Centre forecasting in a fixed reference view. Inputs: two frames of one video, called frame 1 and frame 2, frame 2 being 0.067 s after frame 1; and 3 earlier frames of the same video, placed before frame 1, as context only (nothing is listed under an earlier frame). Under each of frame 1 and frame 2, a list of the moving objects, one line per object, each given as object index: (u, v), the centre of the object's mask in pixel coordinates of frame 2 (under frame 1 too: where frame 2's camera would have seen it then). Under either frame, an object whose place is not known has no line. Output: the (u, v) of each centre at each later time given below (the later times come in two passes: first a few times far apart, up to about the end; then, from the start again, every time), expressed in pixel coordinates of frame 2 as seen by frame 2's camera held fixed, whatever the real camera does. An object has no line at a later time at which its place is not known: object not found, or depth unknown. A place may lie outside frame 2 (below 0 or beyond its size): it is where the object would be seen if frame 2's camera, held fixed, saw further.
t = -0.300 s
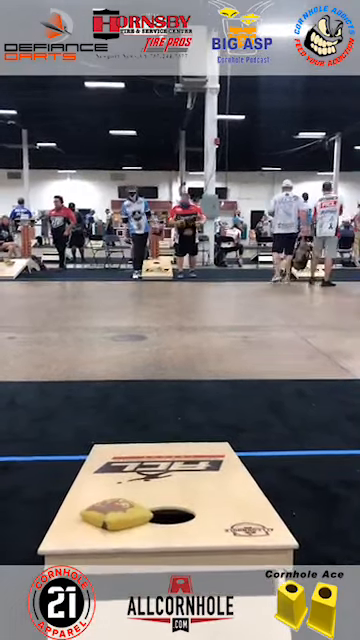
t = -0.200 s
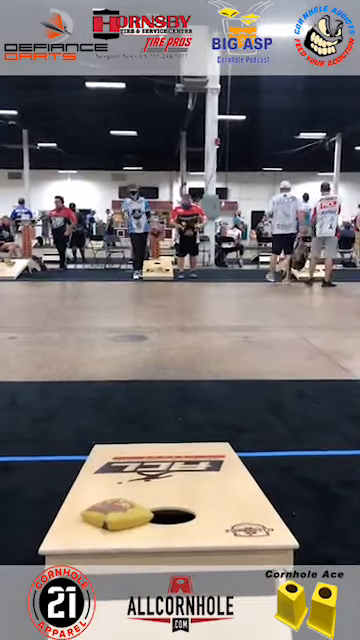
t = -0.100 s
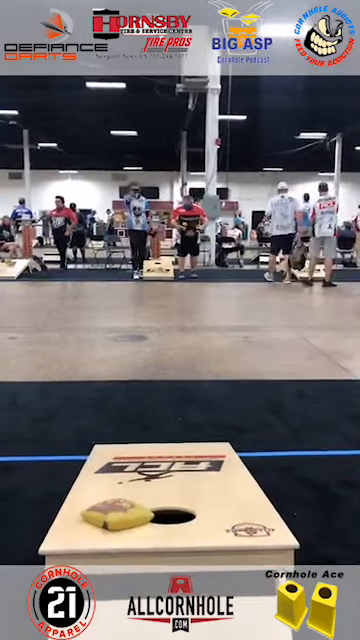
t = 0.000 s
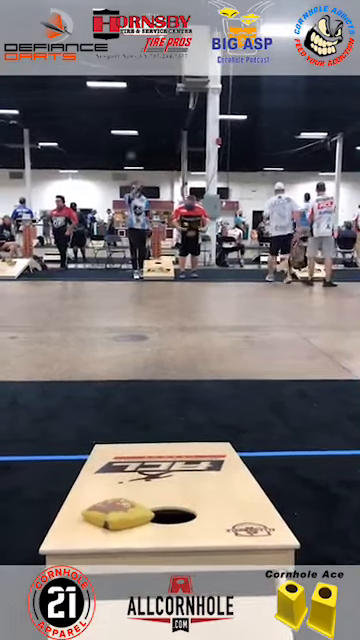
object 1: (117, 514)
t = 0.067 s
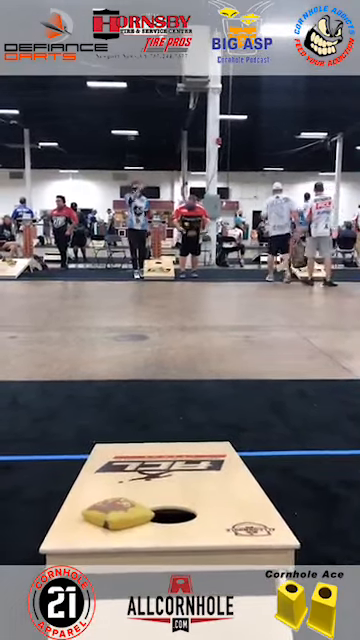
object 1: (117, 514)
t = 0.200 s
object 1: (117, 514)
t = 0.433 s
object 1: (116, 514)
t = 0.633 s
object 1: (116, 514)
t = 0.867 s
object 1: (115, 514)
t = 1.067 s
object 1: (114, 513)
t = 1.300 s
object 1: (114, 513)
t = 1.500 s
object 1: (113, 513)
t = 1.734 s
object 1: (113, 513)
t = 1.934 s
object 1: (113, 513)
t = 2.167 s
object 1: (113, 513)
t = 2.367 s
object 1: (114, 513)
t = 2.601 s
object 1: (114, 513)
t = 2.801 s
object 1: (114, 513)
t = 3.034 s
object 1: (115, 513)
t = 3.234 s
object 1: (115, 513)
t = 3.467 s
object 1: (116, 513)
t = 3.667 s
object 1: (116, 513)
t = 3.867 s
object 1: (117, 513)
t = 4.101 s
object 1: (117, 513)
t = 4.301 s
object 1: (117, 513)
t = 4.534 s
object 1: (117, 513)
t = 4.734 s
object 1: (116, 513)
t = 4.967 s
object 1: (116, 513)
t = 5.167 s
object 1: (117, 513)
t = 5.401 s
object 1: (106, 517)
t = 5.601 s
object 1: (105, 517)
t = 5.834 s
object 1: (105, 517)
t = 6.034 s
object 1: (105, 517)
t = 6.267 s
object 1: (106, 516)
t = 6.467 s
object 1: (105, 516)
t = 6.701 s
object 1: (105, 516)
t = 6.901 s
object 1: (105, 516)
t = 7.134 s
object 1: (105, 516)
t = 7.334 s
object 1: (105, 516)
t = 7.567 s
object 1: (106, 516)
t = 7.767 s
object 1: (106, 516)
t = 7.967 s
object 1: (106, 516)
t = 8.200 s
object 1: (106, 516)
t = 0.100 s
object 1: (117, 514)
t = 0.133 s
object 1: (117, 514)
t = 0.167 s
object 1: (117, 514)
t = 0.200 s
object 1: (117, 514)
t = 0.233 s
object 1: (116, 514)
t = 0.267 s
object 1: (116, 513)
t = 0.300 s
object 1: (116, 513)
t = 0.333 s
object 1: (116, 513)
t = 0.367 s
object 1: (116, 514)
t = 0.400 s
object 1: (116, 514)
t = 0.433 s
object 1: (116, 514)
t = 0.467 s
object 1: (116, 514)
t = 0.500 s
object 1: (116, 514)
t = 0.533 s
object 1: (116, 514)
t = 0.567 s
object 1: (116, 514)
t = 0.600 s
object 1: (116, 514)
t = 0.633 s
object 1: (116, 514)
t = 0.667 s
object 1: (116, 514)
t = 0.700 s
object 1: (116, 514)
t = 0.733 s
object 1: (116, 514)
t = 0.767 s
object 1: (115, 514)
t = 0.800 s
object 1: (115, 514)
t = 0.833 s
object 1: (115, 514)
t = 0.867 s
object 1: (115, 514)
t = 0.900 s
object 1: (114, 514)
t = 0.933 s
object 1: (114, 514)
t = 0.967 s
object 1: (114, 514)
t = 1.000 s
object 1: (114, 514)
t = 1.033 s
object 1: (114, 514)
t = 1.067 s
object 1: (114, 513)
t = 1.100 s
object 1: (114, 514)
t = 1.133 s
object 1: (114, 514)
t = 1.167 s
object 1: (114, 513)
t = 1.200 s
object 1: (114, 513)
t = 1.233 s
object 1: (114, 513)
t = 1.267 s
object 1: (114, 513)
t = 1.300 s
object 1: (114, 513)
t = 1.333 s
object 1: (114, 513)
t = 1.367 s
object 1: (114, 513)
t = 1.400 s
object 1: (114, 513)
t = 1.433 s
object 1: (113, 513)
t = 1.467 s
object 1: (113, 513)
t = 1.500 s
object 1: (113, 513)
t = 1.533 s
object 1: (113, 513)
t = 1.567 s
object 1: (113, 513)
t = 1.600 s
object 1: (113, 513)
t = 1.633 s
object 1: (113, 513)
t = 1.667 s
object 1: (113, 513)
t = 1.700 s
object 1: (113, 513)
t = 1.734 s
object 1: (113, 513)
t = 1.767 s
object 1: (113, 513)
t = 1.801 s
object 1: (113, 513)
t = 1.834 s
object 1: (113, 513)
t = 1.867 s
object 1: (113, 513)
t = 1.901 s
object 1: (113, 513)
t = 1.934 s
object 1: (113, 513)
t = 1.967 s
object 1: (113, 513)
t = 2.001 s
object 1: (113, 513)
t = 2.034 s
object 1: (113, 513)
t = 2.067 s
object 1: (113, 513)
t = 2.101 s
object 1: (113, 513)
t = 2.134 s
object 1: (113, 513)
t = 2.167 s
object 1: (113, 513)
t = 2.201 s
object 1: (114, 513)
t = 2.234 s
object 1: (114, 514)
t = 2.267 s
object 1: (114, 513)
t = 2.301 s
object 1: (114, 513)
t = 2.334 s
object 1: (114, 513)
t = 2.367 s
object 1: (114, 513)
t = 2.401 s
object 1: (114, 513)
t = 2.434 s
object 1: (114, 513)
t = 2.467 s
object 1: (114, 513)
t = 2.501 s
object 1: (114, 513)
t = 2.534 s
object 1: (114, 513)
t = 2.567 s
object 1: (114, 513)
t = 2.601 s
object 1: (114, 513)
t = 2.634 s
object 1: (114, 513)
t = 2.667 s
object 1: (114, 513)
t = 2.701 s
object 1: (114, 513)
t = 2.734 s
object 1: (114, 513)
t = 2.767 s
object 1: (114, 513)
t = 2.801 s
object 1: (114, 513)
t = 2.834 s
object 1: (114, 513)
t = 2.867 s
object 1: (114, 513)
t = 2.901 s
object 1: (115, 513)
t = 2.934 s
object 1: (114, 513)
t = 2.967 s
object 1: (114, 513)
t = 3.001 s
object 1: (115, 513)
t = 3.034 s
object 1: (115, 513)
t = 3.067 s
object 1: (115, 513)
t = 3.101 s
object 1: (115, 513)
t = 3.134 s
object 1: (115, 513)
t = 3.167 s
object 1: (115, 513)
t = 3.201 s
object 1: (115, 513)
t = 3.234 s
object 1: (115, 513)
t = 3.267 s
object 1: (115, 513)
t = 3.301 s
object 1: (115, 513)
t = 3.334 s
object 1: (116, 513)
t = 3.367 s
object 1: (116, 513)
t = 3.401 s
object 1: (116, 513)
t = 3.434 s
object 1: (116, 513)
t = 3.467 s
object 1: (116, 513)
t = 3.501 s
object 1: (116, 513)
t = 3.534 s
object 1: (116, 513)
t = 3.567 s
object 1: (116, 513)
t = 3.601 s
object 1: (116, 513)
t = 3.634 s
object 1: (116, 513)
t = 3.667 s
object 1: (116, 513)
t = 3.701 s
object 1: (116, 513)
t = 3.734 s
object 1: (116, 513)
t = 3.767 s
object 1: (117, 513)
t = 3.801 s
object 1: (117, 513)
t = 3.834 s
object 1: (117, 513)
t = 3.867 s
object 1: (117, 513)
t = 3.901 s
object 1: (117, 513)
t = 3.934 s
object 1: (117, 513)
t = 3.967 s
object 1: (117, 513)
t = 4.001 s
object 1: (117, 513)
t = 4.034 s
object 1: (117, 513)
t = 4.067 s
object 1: (117, 513)
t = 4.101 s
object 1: (117, 513)
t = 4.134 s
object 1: (117, 513)
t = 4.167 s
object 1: (117, 513)
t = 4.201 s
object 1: (117, 513)
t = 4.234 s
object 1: (117, 513)
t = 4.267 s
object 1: (117, 513)
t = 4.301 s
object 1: (117, 513)
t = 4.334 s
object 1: (117, 513)
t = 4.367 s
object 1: (117, 513)
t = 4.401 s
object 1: (117, 513)
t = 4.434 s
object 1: (117, 513)
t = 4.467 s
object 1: (117, 513)
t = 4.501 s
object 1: (117, 513)
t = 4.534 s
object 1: (117, 513)
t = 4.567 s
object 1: (117, 513)
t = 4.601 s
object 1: (116, 513)
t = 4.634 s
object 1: (116, 513)
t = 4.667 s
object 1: (116, 513)
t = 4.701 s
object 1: (116, 513)
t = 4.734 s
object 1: (116, 513)
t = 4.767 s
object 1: (116, 513)
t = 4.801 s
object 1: (116, 513)
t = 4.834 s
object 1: (116, 513)
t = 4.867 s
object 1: (116, 513)
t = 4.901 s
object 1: (116, 513)
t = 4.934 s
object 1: (116, 513)
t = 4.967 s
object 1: (116, 513)
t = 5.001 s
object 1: (116, 513)
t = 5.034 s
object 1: (116, 513)
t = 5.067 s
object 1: (117, 513)
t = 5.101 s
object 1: (117, 513)
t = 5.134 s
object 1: (117, 513)
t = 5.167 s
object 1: (117, 513)
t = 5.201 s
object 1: (117, 513)
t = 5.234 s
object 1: (117, 513)
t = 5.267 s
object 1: (114, 513)
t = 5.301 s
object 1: (111, 515)
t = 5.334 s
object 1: (109, 516)
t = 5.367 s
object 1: (107, 517)
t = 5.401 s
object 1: (106, 517)
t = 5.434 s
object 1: (105, 517)
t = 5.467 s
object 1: (105, 517)
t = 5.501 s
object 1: (105, 517)
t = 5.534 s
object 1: (105, 517)
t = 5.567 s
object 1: (105, 517)
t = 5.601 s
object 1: (105, 517)
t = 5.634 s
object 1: (105, 517)
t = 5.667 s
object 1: (105, 517)
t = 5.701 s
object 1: (105, 517)
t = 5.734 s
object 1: (105, 517)
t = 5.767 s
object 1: (105, 517)
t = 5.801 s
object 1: (105, 517)
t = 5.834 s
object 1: (105, 517)
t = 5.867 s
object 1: (106, 516)
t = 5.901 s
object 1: (105, 517)
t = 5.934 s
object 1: (105, 517)
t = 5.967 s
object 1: (105, 516)
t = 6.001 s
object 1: (105, 517)
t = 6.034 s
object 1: (105, 517)
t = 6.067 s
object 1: (105, 516)
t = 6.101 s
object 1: (105, 516)
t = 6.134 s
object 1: (105, 516)
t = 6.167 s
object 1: (105, 516)
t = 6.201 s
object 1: (105, 516)
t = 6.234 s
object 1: (105, 516)
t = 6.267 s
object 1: (106, 516)
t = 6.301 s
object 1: (105, 516)
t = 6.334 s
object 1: (105, 516)
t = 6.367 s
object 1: (105, 516)
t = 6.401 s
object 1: (105, 516)
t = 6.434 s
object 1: (105, 517)
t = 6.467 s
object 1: (105, 516)
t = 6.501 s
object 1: (105, 516)
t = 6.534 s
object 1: (105, 516)
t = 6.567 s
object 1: (105, 516)
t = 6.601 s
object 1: (105, 516)
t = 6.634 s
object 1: (105, 516)
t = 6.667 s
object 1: (105, 516)
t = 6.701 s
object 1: (105, 516)
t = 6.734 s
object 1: (105, 516)
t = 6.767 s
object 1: (105, 516)
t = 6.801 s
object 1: (105, 516)
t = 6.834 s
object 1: (105, 516)
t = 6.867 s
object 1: (105, 516)
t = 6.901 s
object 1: (105, 516)
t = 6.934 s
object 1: (105, 516)
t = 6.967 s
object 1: (105, 516)
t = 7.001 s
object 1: (105, 516)
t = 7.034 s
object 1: (105, 516)
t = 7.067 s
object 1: (105, 516)
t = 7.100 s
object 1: (105, 516)
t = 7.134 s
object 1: (105, 516)
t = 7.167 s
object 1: (105, 517)
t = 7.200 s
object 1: (105, 516)
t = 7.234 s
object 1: (105, 516)
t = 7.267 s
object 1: (105, 516)
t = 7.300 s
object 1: (105, 516)
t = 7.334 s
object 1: (105, 516)
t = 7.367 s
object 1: (105, 516)
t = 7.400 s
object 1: (105, 516)
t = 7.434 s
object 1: (105, 516)
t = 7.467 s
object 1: (106, 516)
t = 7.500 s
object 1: (105, 516)
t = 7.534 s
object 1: (105, 516)
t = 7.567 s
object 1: (106, 516)
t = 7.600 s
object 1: (105, 516)
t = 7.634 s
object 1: (106, 516)
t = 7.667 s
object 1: (106, 516)
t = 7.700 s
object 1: (106, 516)
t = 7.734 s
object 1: (106, 516)
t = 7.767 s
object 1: (106, 516)
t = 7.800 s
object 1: (106, 516)
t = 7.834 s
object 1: (106, 516)
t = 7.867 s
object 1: (106, 516)
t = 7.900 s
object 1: (106, 516)
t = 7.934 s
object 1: (106, 516)
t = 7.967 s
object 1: (106, 516)
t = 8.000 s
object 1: (106, 516)
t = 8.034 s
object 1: (106, 516)
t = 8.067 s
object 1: (106, 516)
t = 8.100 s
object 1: (106, 516)
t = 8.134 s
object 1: (106, 516)
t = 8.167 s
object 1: (106, 516)
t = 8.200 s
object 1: (106, 516)
